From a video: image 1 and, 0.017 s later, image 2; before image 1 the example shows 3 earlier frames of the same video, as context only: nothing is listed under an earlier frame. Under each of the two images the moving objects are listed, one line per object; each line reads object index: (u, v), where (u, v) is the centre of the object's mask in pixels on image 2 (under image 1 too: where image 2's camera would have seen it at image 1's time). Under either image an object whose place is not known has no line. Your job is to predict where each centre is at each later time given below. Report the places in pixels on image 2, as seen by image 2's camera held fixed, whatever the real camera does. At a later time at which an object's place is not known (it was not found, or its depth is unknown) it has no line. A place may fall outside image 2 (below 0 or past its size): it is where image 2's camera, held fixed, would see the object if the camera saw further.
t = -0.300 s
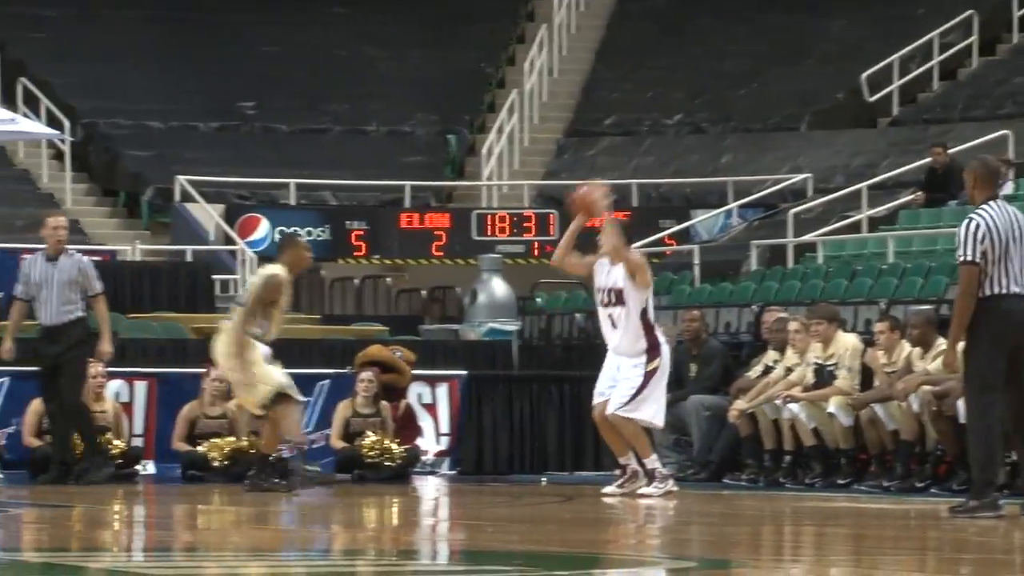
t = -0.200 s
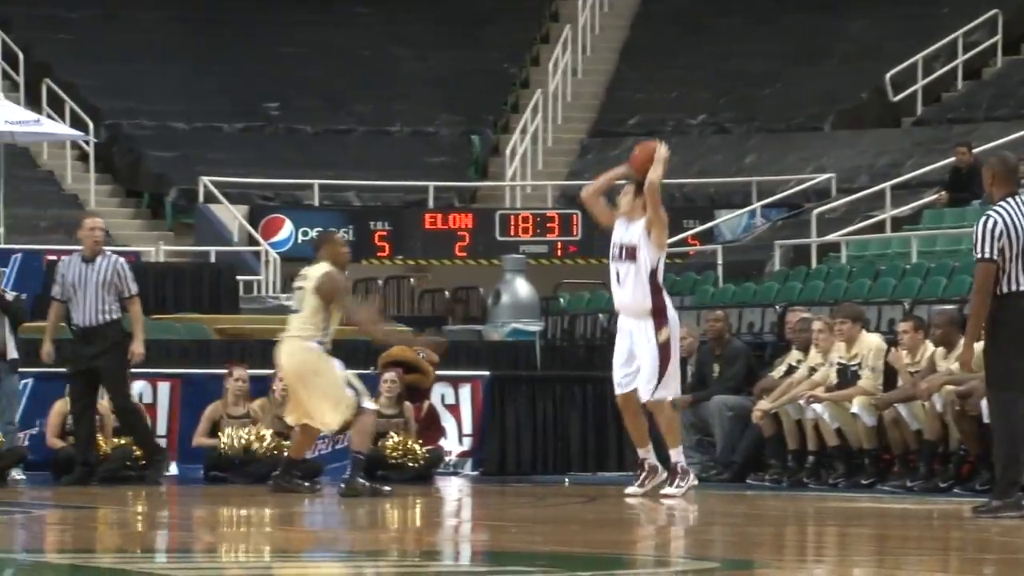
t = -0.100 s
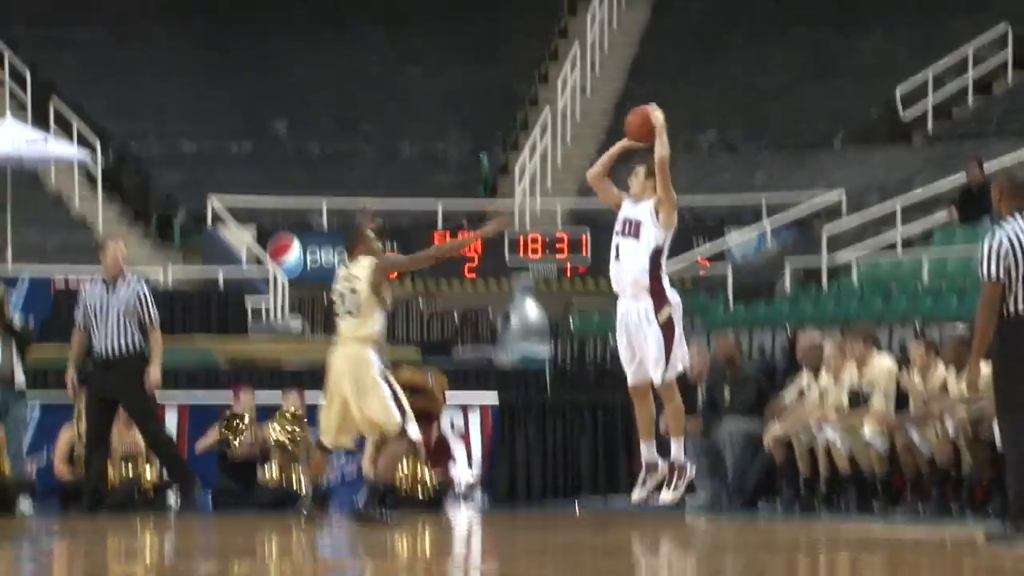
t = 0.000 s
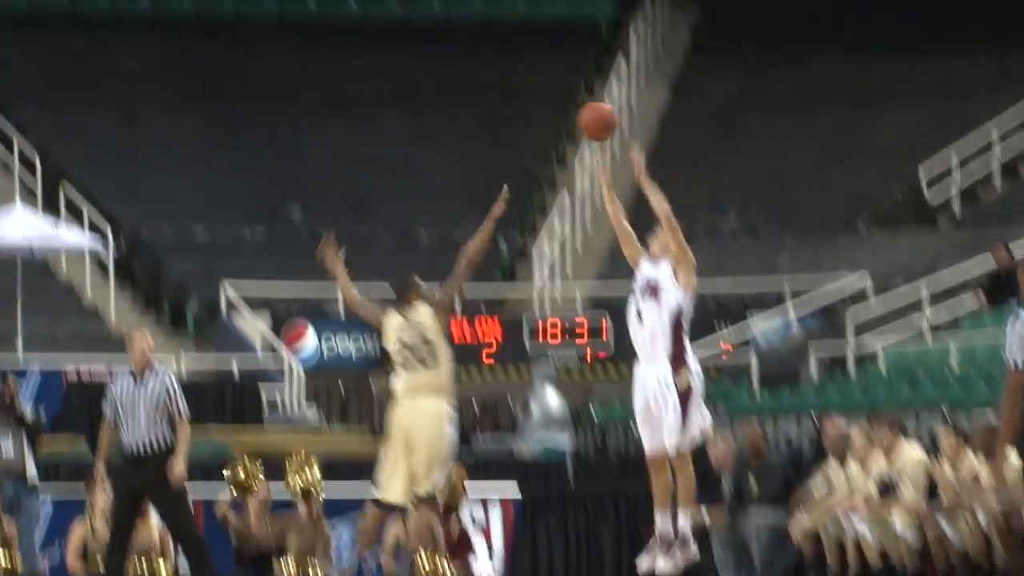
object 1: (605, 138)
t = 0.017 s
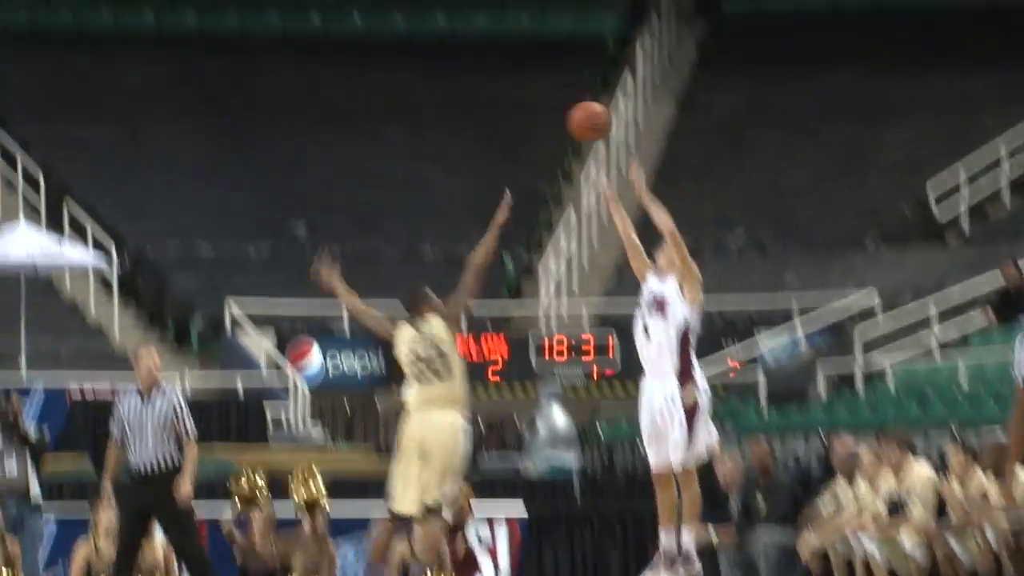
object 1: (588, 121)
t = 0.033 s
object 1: (571, 106)
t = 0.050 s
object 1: (554, 91)
